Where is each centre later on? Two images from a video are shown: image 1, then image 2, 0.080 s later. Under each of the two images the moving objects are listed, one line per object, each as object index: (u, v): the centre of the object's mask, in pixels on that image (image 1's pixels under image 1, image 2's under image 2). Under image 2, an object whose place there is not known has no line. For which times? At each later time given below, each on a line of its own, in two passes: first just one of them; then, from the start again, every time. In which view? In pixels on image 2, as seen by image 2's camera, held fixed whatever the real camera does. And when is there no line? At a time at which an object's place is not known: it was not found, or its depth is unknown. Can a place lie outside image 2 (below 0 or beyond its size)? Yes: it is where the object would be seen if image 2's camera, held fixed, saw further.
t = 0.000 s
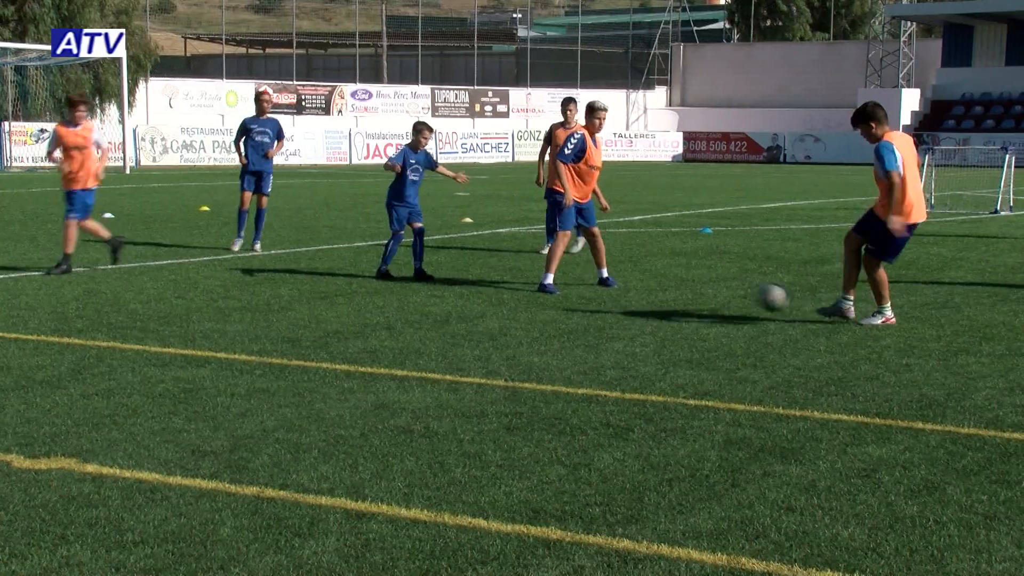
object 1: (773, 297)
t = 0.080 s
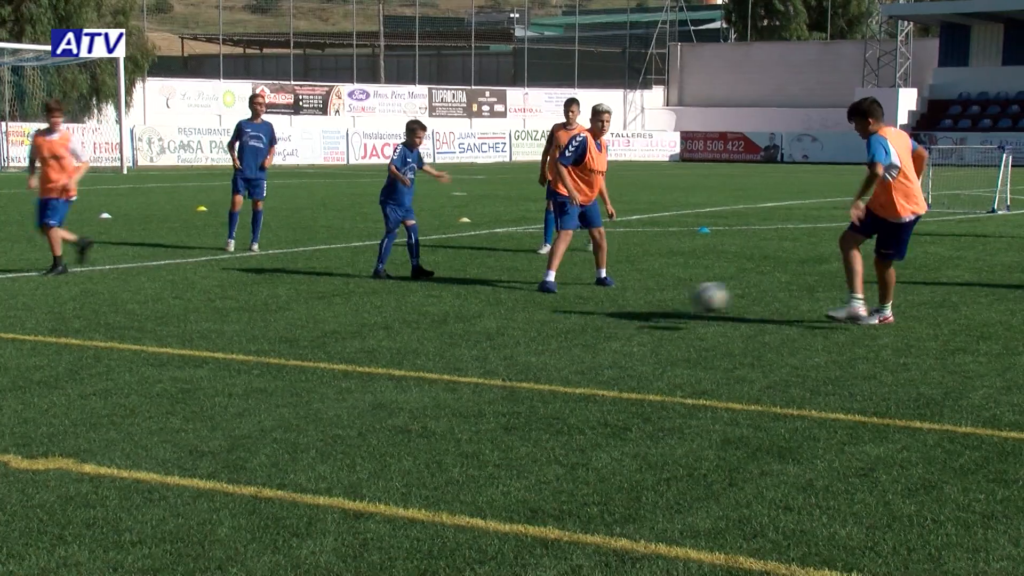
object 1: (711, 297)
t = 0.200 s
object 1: (615, 317)
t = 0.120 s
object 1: (679, 301)
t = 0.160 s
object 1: (648, 307)
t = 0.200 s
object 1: (615, 317)
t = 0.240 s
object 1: (581, 329)
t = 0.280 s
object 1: (554, 326)
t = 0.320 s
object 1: (528, 323)
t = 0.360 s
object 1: (502, 324)
